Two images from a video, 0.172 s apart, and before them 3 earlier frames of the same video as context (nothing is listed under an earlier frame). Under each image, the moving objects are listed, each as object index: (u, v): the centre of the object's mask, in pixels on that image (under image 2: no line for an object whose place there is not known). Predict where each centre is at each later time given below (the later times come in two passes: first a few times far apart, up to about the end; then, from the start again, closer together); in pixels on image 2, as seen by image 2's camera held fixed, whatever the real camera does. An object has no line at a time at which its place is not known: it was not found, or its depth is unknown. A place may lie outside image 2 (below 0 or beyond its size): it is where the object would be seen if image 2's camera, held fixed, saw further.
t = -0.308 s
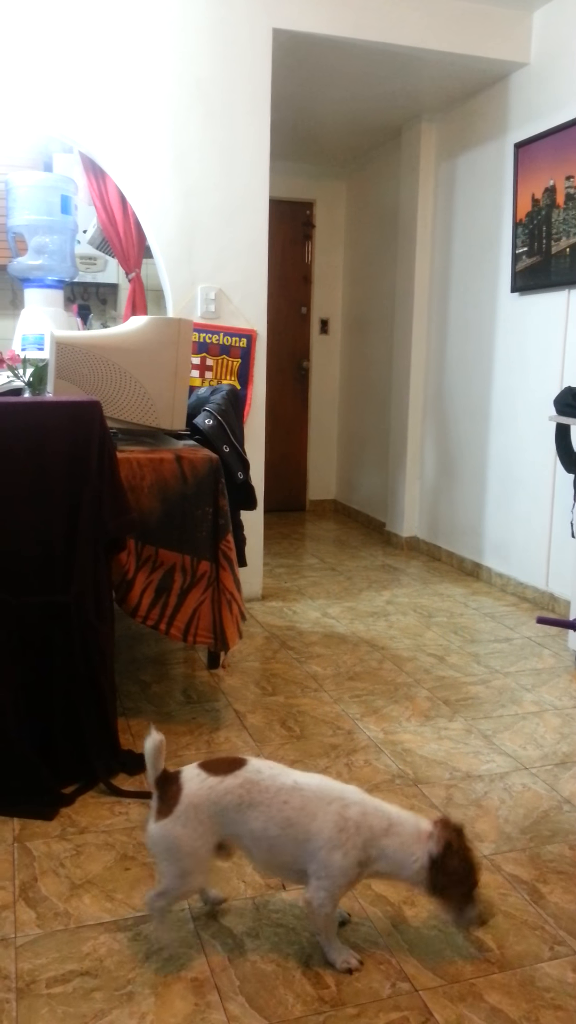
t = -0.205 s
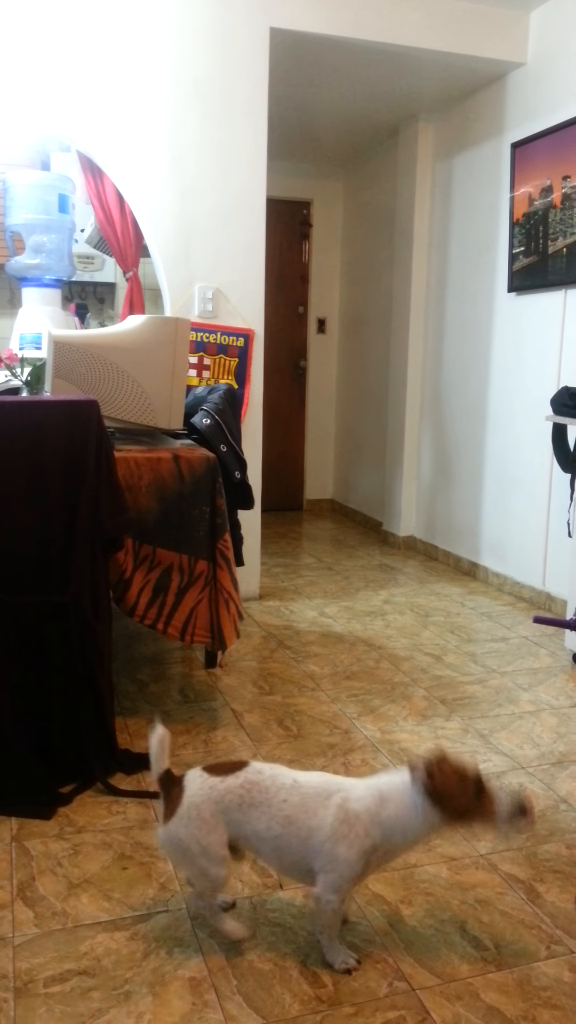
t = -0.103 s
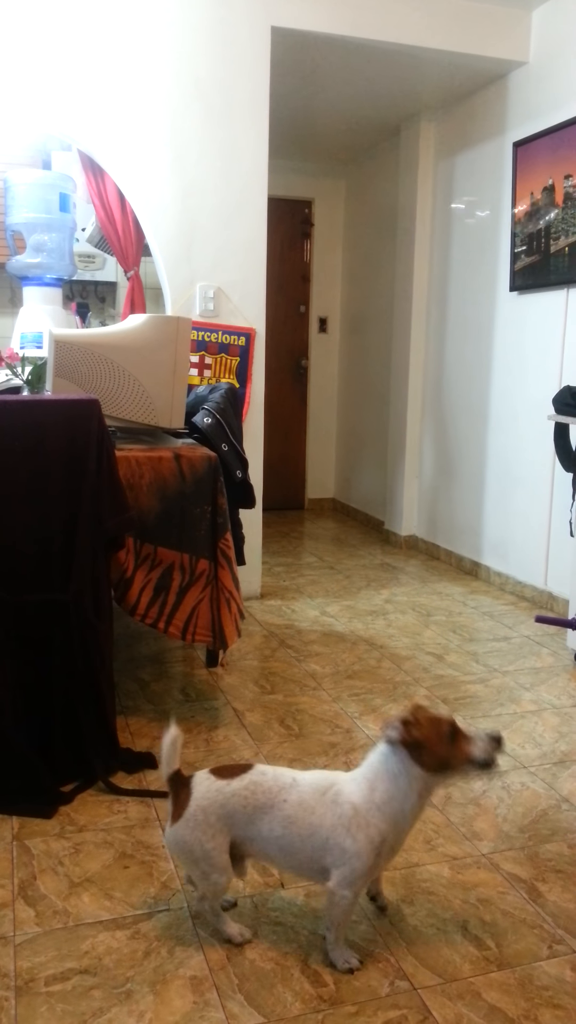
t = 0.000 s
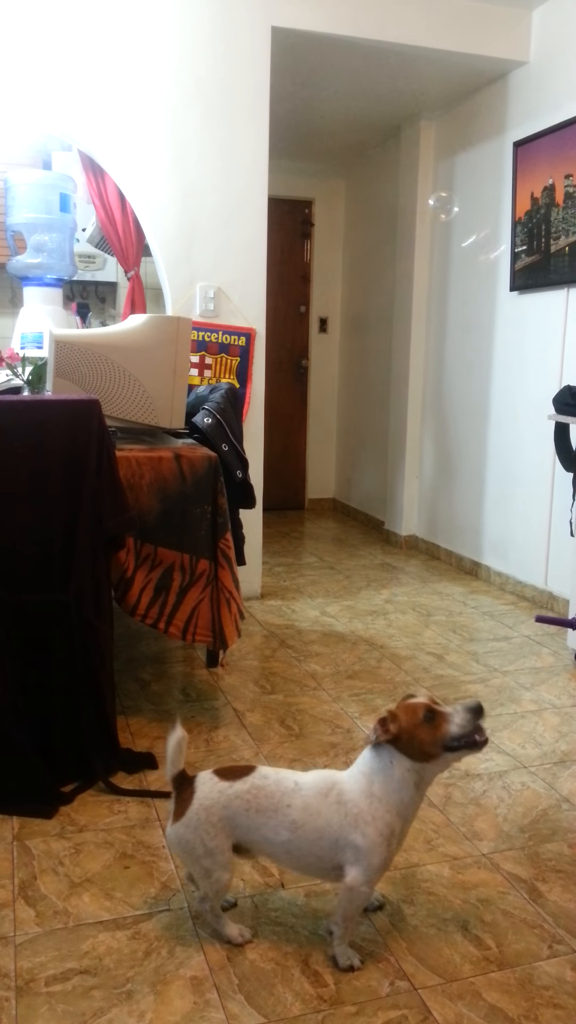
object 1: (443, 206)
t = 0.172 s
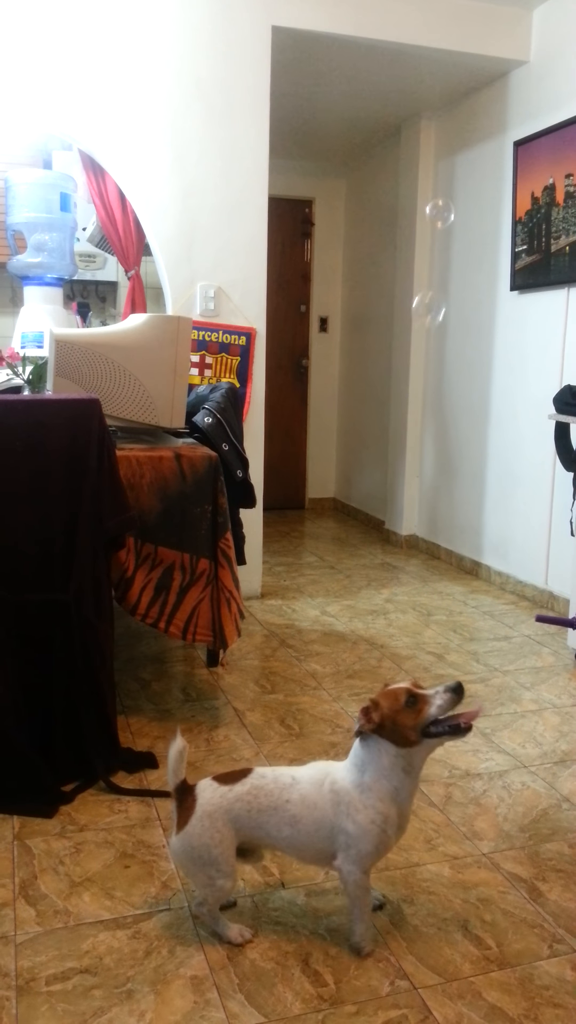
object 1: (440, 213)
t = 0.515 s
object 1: (422, 299)
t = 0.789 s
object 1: (399, 384)
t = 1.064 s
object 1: (373, 452)
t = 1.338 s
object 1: (351, 528)
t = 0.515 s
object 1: (422, 299)
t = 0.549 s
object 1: (420, 308)
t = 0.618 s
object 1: (411, 337)
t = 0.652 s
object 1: (410, 346)
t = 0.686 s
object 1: (407, 355)
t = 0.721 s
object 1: (405, 365)
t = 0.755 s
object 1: (401, 374)
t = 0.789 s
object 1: (399, 384)
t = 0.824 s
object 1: (396, 393)
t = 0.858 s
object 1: (393, 402)
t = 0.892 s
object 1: (389, 411)
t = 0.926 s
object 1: (386, 420)
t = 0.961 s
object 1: (382, 428)
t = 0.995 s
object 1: (379, 436)
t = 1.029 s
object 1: (376, 444)
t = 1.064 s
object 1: (373, 452)
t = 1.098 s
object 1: (369, 460)
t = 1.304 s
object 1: (352, 517)
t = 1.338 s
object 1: (351, 528)
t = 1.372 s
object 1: (352, 538)
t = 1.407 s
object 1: (352, 548)
